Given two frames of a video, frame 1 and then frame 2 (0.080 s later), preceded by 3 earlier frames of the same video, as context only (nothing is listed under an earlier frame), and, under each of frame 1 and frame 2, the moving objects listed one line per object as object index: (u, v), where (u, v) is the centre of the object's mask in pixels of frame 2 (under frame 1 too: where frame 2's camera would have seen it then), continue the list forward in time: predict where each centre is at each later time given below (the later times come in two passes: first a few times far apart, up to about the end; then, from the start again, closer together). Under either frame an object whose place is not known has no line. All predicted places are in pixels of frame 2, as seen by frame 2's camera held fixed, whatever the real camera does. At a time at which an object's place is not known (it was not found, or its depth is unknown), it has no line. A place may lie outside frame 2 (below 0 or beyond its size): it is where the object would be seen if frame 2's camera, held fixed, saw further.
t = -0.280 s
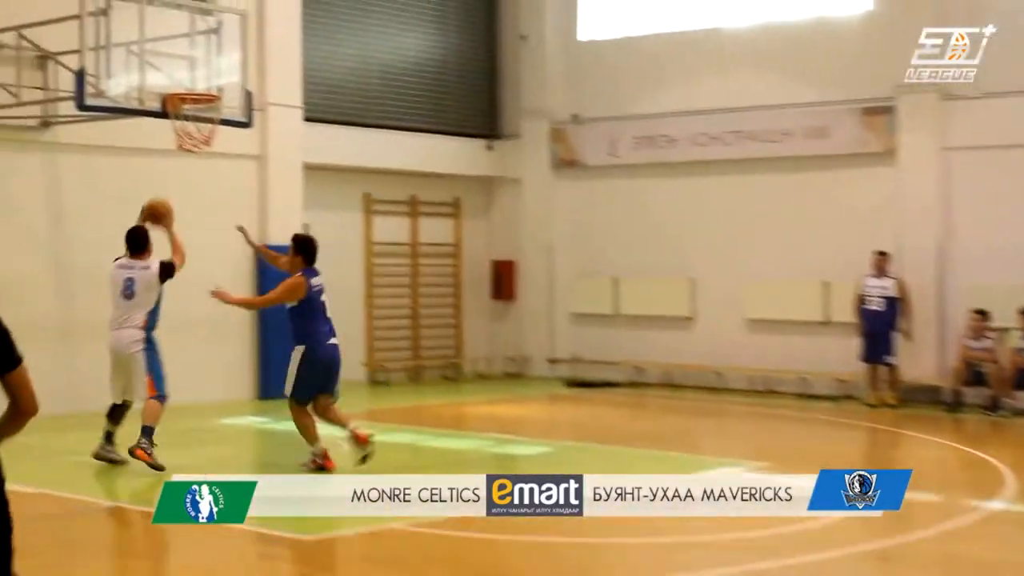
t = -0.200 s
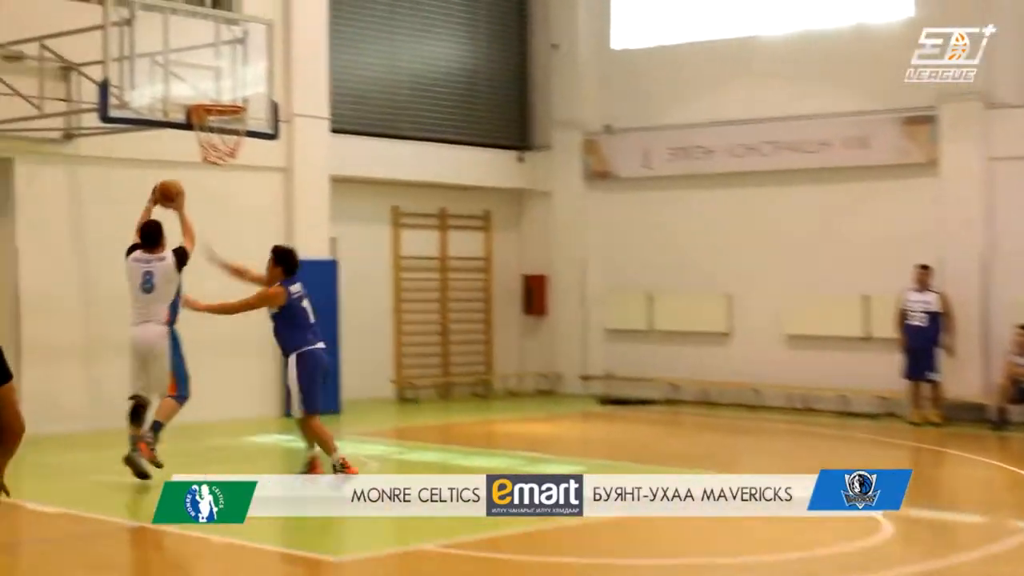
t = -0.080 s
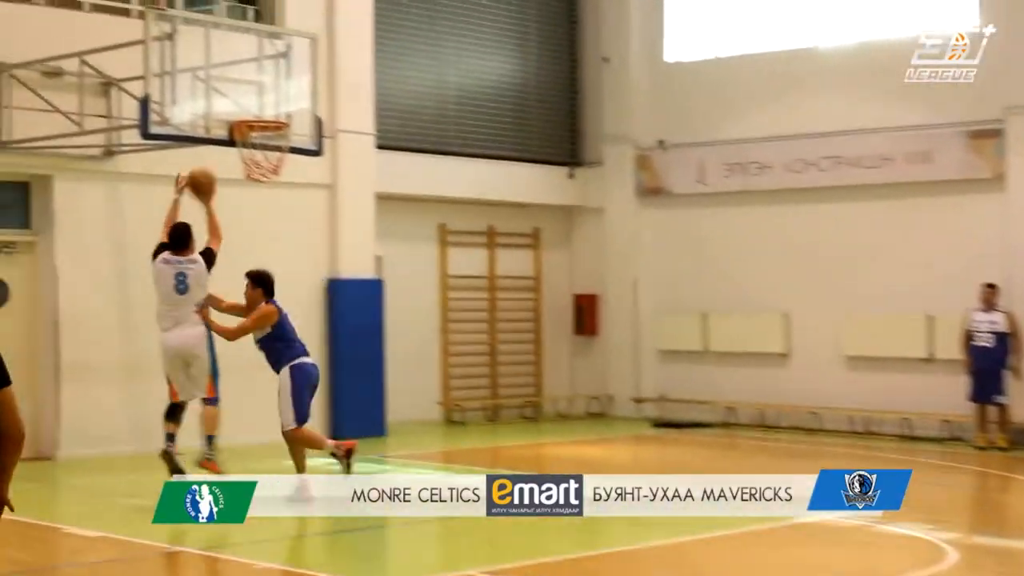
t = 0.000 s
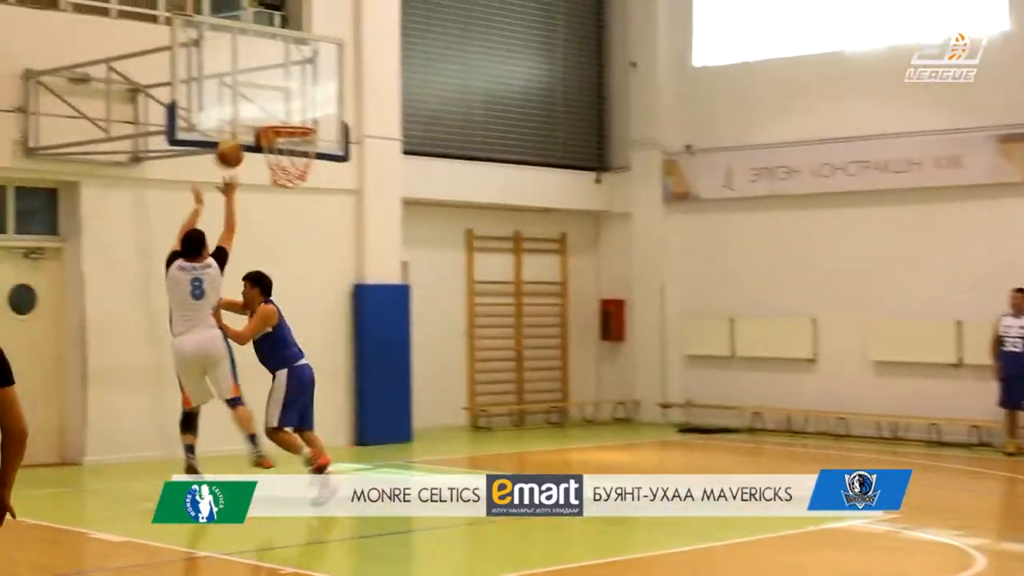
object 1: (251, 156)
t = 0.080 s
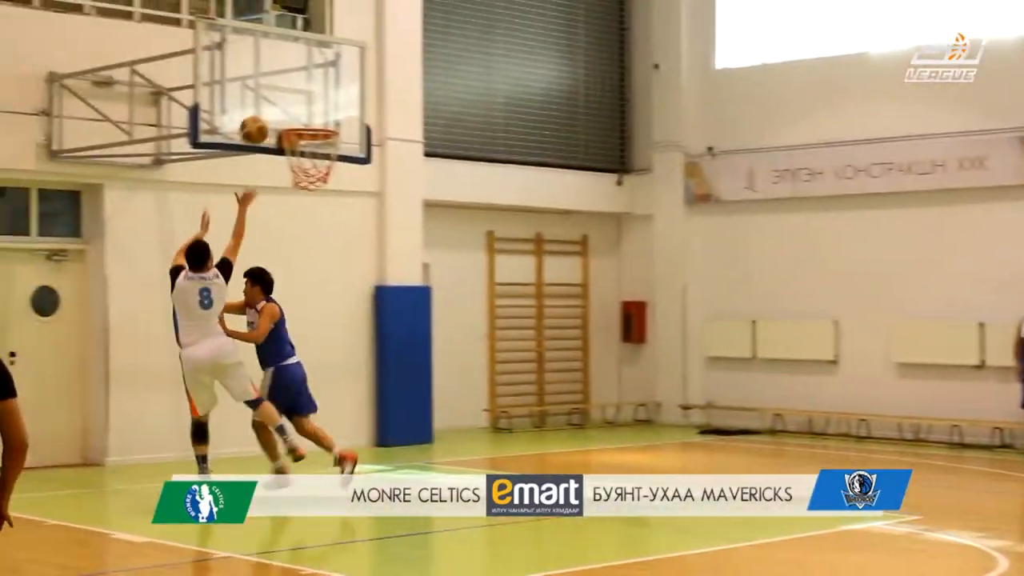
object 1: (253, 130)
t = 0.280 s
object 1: (275, 103)
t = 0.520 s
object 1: (318, 127)
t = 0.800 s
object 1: (332, 164)
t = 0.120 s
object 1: (255, 120)
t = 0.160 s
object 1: (256, 112)
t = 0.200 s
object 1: (258, 105)
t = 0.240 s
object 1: (267, 103)
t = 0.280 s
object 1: (275, 103)
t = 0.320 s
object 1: (284, 105)
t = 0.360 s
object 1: (292, 108)
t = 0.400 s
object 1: (301, 113)
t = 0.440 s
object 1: (309, 118)
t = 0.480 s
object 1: (314, 118)
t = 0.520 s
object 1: (318, 127)
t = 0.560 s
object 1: (322, 134)
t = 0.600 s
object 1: (329, 143)
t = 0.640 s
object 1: (331, 151)
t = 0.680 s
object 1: (332, 159)
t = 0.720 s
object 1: (332, 163)
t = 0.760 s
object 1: (332, 164)
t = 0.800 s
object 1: (332, 164)
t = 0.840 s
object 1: (331, 165)
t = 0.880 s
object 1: (330, 166)
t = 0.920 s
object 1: (328, 168)
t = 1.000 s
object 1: (322, 176)
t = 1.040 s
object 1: (320, 182)
